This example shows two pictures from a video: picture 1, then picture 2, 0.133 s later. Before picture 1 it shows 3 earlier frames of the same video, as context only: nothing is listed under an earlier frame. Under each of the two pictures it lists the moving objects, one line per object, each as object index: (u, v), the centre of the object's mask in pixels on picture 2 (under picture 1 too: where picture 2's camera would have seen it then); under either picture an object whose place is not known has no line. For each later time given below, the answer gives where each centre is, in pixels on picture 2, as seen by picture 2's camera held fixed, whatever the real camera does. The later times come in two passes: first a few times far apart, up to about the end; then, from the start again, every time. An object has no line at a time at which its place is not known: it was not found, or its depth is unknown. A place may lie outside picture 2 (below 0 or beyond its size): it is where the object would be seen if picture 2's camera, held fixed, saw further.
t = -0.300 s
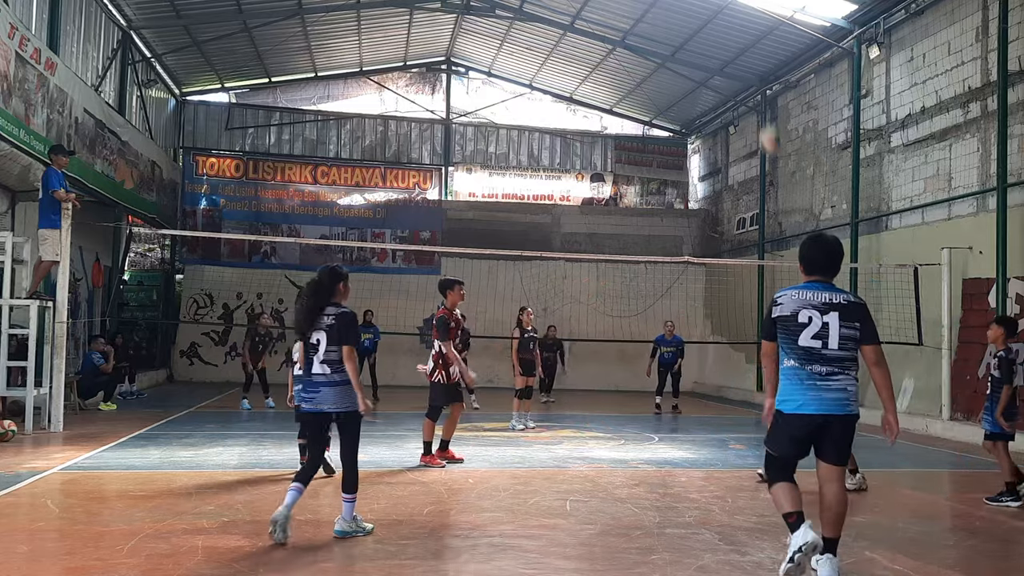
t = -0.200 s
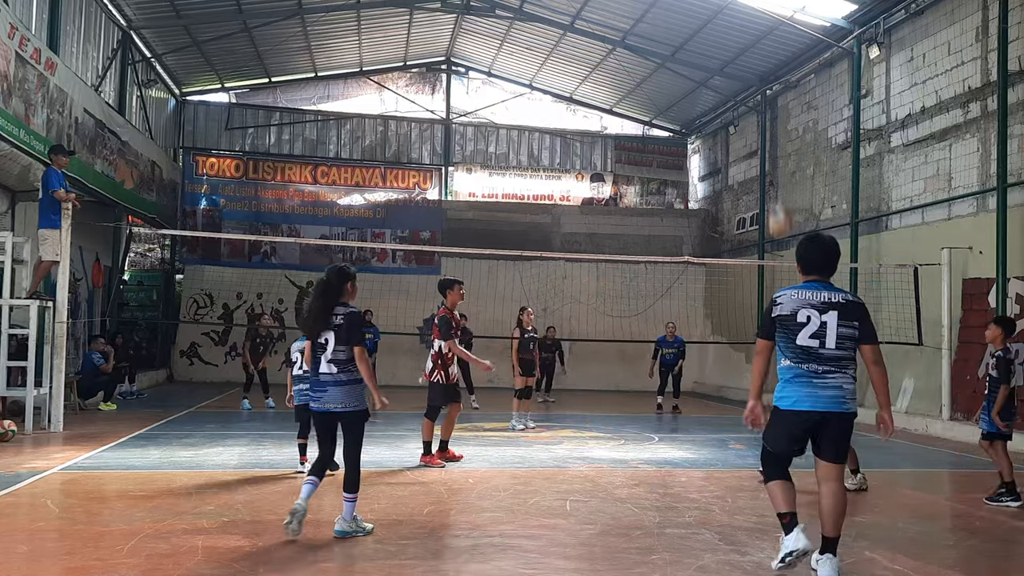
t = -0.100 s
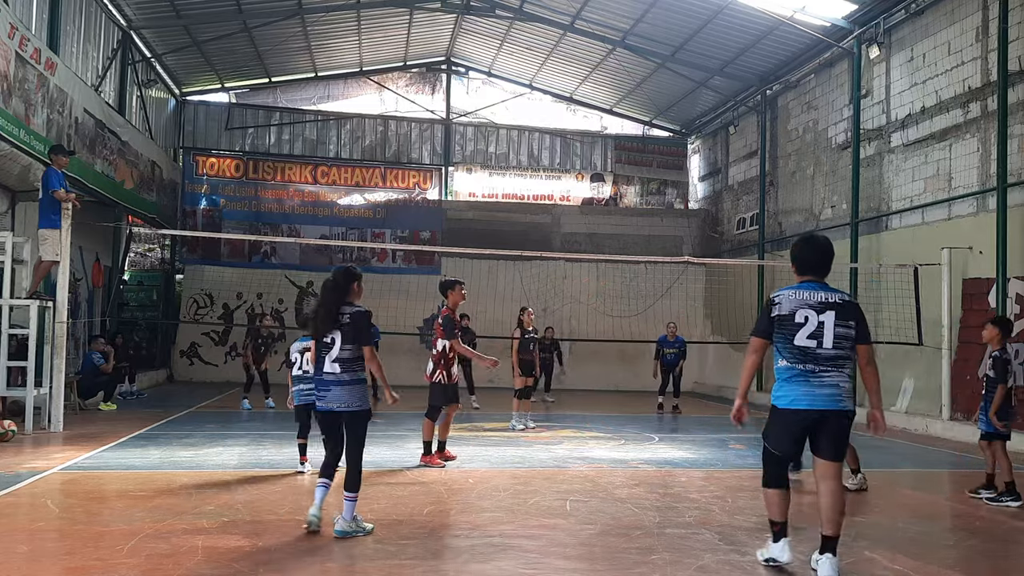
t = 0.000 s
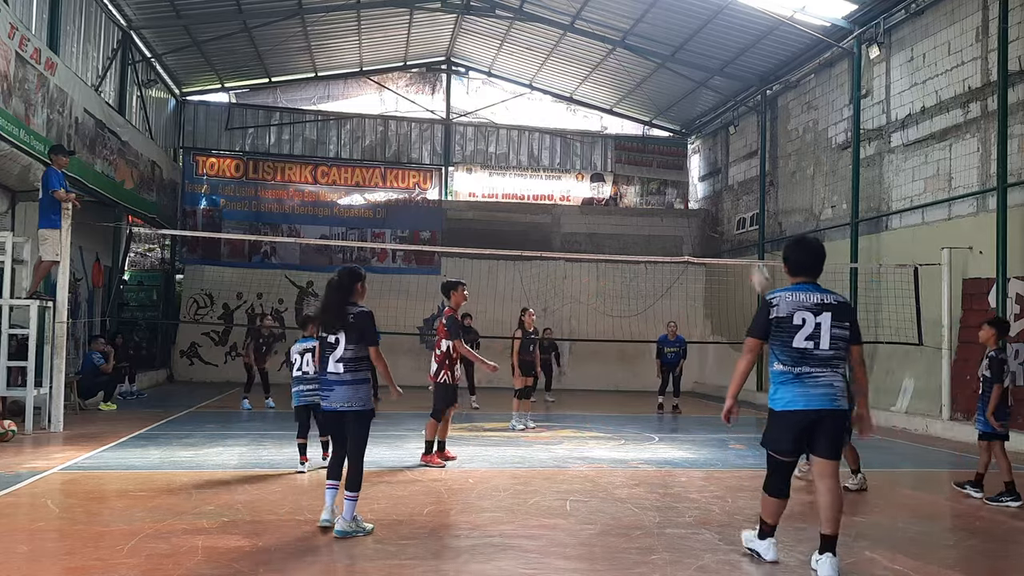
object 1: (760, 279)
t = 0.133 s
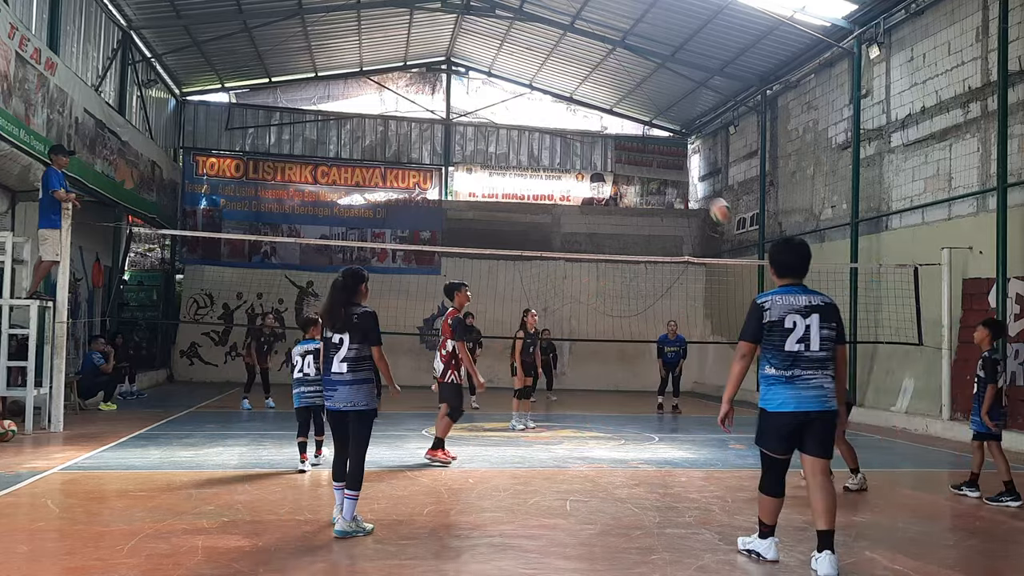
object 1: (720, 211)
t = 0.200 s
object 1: (704, 188)
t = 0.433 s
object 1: (656, 155)
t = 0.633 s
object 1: (627, 164)
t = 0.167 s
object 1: (712, 196)
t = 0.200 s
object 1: (704, 188)
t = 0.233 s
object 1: (696, 179)
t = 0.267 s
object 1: (686, 172)
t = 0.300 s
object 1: (680, 167)
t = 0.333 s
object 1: (674, 162)
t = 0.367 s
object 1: (668, 159)
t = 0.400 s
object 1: (661, 157)
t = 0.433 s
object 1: (656, 155)
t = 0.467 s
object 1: (651, 155)
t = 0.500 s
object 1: (646, 155)
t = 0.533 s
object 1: (641, 156)
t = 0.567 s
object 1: (637, 158)
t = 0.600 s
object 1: (632, 160)
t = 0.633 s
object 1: (627, 164)
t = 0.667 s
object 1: (623, 168)
